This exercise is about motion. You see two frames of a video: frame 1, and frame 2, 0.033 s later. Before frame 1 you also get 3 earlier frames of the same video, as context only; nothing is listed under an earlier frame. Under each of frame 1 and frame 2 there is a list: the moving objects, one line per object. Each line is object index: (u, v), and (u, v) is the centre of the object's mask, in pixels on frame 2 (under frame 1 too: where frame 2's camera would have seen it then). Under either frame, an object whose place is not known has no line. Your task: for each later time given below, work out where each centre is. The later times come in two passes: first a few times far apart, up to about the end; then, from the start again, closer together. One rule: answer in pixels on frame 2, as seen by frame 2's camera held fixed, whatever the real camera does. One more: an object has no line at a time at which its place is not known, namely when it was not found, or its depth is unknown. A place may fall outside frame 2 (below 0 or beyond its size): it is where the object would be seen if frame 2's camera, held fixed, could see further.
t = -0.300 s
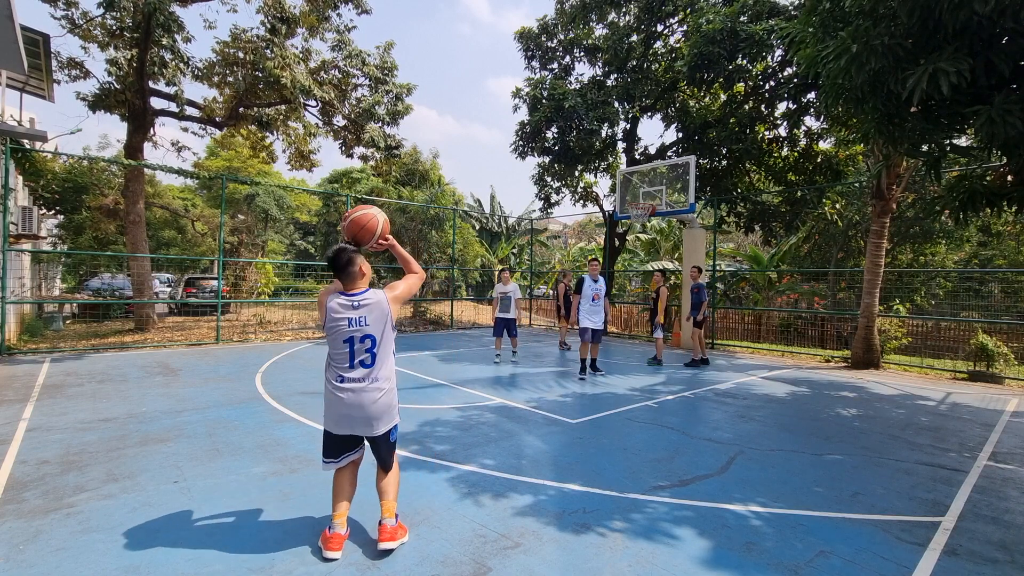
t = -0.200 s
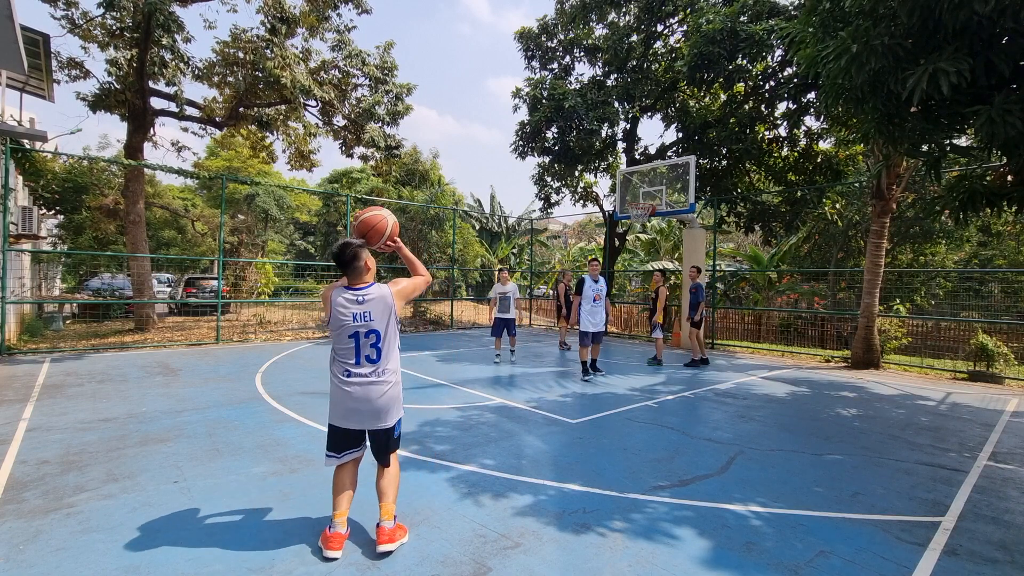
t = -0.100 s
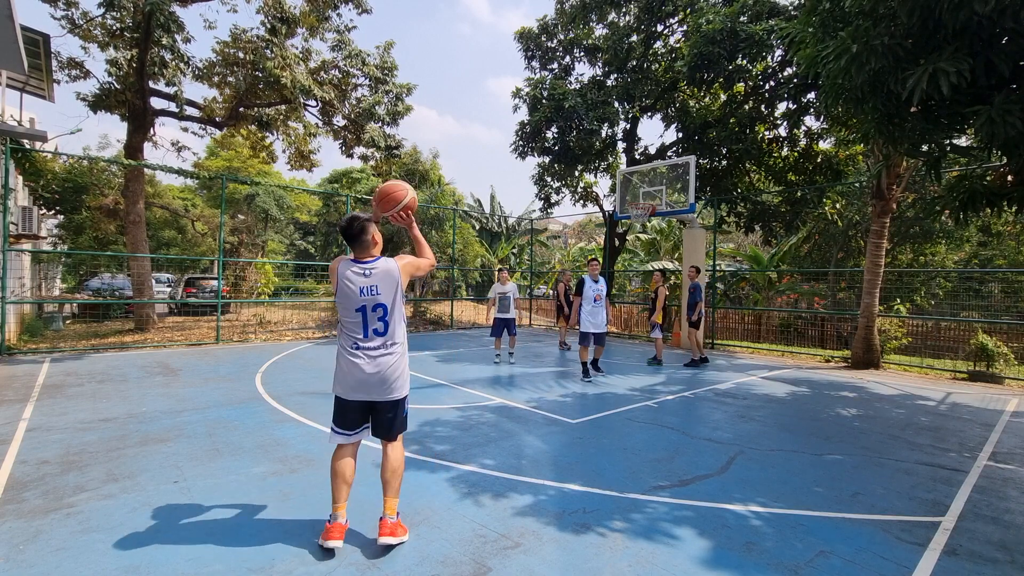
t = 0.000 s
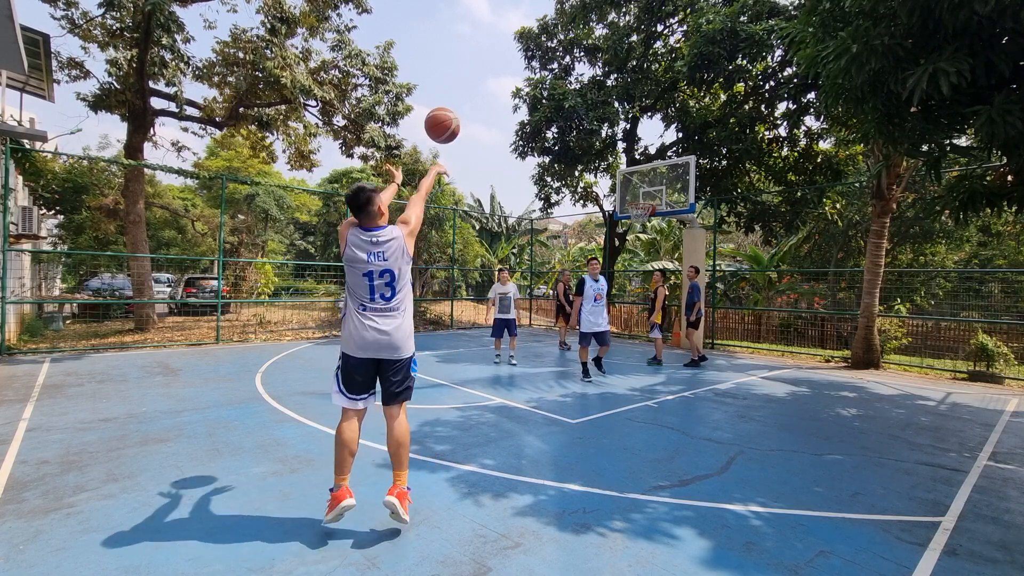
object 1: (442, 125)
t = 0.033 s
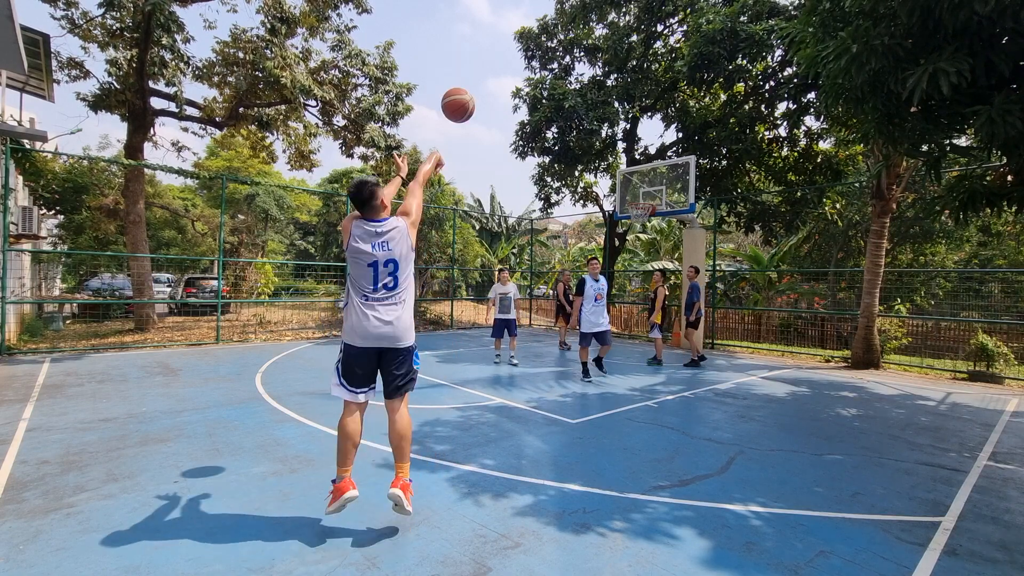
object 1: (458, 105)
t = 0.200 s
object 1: (518, 46)
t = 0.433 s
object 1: (568, 32)
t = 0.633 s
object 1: (596, 56)
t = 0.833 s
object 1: (616, 96)
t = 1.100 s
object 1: (633, 169)
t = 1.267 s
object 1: (641, 212)
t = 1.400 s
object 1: (643, 219)
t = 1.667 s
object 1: (645, 256)
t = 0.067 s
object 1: (472, 88)
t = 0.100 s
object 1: (485, 74)
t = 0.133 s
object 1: (497, 62)
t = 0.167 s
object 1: (507, 53)
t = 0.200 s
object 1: (518, 46)
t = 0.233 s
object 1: (526, 40)
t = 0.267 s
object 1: (534, 36)
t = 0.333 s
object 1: (549, 31)
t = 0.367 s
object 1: (556, 30)
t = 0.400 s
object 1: (562, 31)
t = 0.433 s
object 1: (568, 32)
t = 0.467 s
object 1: (573, 34)
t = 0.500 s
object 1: (579, 37)
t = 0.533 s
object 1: (584, 41)
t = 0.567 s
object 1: (588, 45)
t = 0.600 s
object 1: (592, 50)
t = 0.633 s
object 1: (596, 56)
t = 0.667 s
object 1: (600, 62)
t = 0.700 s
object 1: (603, 68)
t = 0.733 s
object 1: (607, 75)
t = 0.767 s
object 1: (609, 81)
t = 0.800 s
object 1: (612, 89)
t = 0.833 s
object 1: (616, 96)
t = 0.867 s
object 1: (618, 104)
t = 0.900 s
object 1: (621, 113)
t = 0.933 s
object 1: (623, 122)
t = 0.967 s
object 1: (625, 130)
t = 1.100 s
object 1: (633, 169)
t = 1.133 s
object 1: (634, 178)
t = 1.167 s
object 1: (636, 188)
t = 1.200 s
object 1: (638, 197)
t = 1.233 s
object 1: (640, 208)
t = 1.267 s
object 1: (641, 212)
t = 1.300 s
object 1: (641, 215)
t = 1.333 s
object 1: (642, 217)
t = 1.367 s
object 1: (642, 217)
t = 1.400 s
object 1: (643, 219)
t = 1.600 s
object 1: (644, 244)
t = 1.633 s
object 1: (645, 250)
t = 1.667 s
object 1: (645, 256)
